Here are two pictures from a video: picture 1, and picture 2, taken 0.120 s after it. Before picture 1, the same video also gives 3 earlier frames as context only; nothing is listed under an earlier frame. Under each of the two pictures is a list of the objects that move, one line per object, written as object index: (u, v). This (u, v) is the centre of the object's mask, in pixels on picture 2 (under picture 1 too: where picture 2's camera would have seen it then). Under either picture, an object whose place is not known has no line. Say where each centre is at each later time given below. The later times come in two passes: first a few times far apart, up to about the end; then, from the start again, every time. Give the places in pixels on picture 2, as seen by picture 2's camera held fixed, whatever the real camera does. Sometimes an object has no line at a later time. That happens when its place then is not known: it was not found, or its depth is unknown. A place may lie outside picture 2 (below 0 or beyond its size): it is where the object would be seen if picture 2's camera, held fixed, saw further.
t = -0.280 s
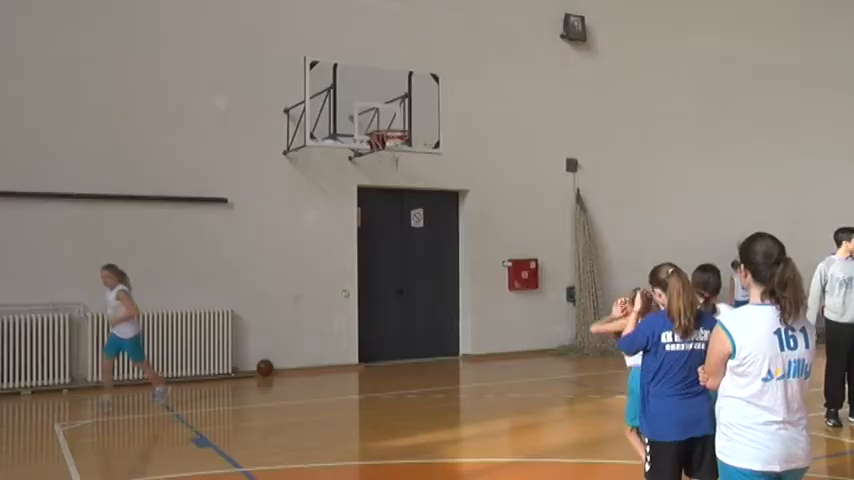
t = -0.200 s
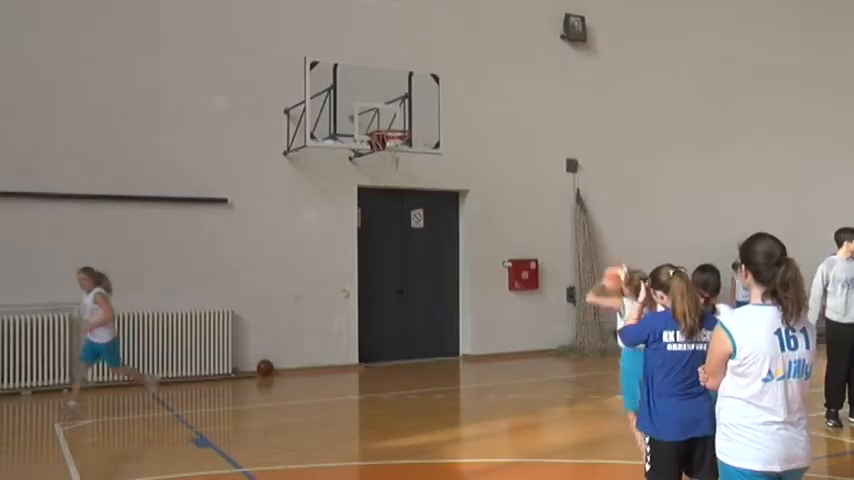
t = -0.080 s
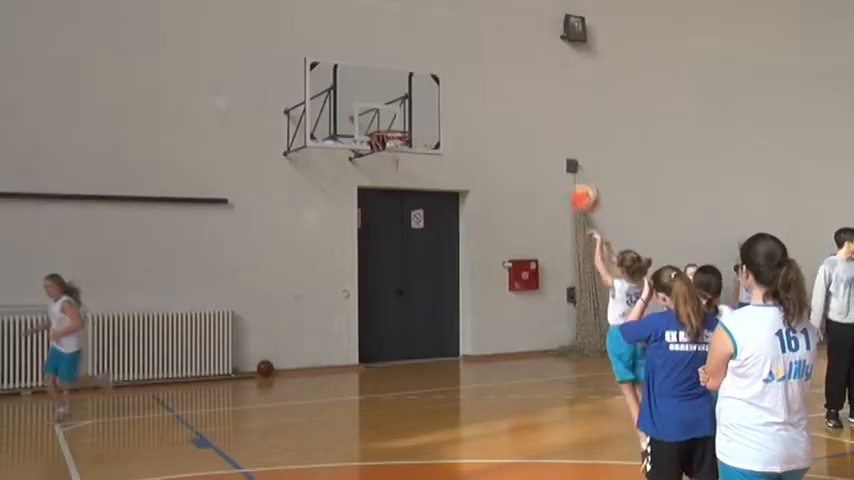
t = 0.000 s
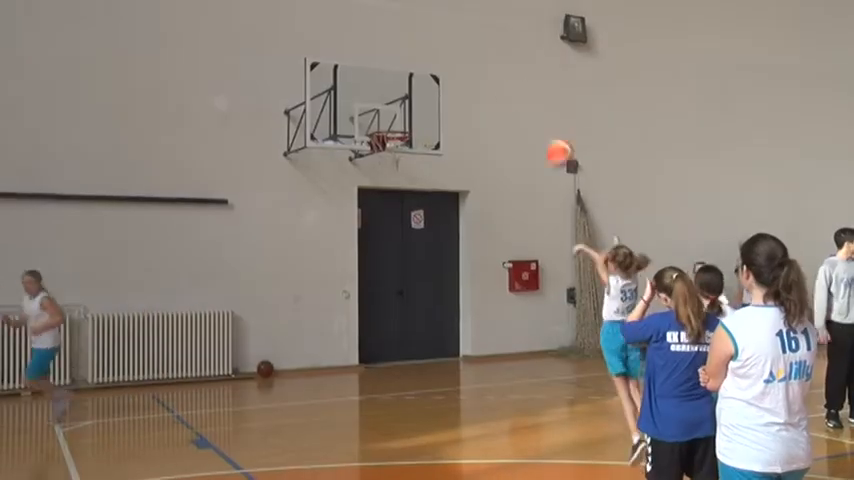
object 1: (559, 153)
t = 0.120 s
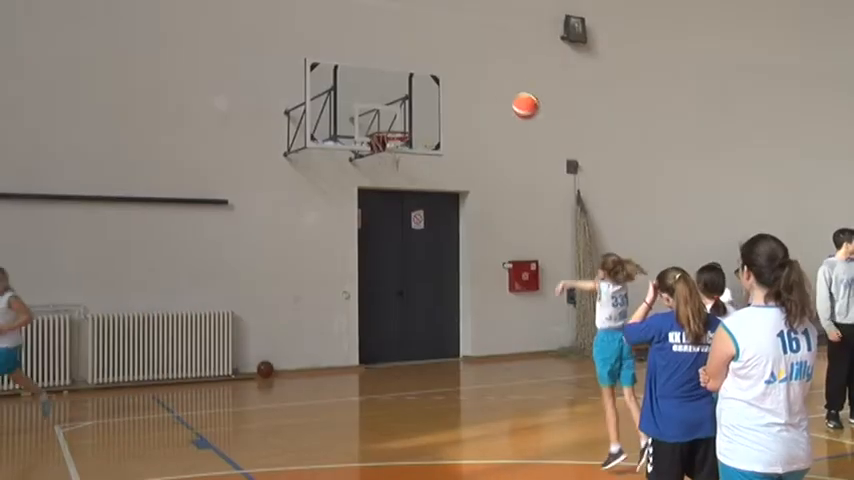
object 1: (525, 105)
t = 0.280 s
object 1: (487, 72)
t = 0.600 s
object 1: (425, 88)
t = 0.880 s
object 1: (384, 158)
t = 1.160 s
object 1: (375, 171)
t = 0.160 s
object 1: (515, 93)
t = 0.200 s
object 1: (506, 85)
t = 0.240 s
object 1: (497, 77)
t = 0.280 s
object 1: (487, 72)
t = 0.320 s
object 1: (478, 69)
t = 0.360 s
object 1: (470, 67)
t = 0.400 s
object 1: (462, 67)
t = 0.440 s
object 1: (454, 68)
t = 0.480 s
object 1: (446, 71)
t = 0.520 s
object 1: (439, 76)
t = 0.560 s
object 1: (432, 81)
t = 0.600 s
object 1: (425, 88)
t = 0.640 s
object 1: (418, 96)
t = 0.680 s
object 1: (412, 105)
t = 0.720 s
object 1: (405, 116)
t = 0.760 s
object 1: (399, 126)
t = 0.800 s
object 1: (393, 137)
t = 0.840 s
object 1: (387, 148)
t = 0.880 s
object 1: (384, 158)
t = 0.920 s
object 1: (381, 157)
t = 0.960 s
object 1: (380, 157)
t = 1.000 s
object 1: (379, 158)
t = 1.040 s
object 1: (378, 160)
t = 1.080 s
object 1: (377, 162)
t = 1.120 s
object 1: (376, 165)
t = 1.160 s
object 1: (375, 171)
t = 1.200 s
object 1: (373, 178)
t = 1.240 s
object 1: (372, 186)
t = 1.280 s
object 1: (370, 196)
